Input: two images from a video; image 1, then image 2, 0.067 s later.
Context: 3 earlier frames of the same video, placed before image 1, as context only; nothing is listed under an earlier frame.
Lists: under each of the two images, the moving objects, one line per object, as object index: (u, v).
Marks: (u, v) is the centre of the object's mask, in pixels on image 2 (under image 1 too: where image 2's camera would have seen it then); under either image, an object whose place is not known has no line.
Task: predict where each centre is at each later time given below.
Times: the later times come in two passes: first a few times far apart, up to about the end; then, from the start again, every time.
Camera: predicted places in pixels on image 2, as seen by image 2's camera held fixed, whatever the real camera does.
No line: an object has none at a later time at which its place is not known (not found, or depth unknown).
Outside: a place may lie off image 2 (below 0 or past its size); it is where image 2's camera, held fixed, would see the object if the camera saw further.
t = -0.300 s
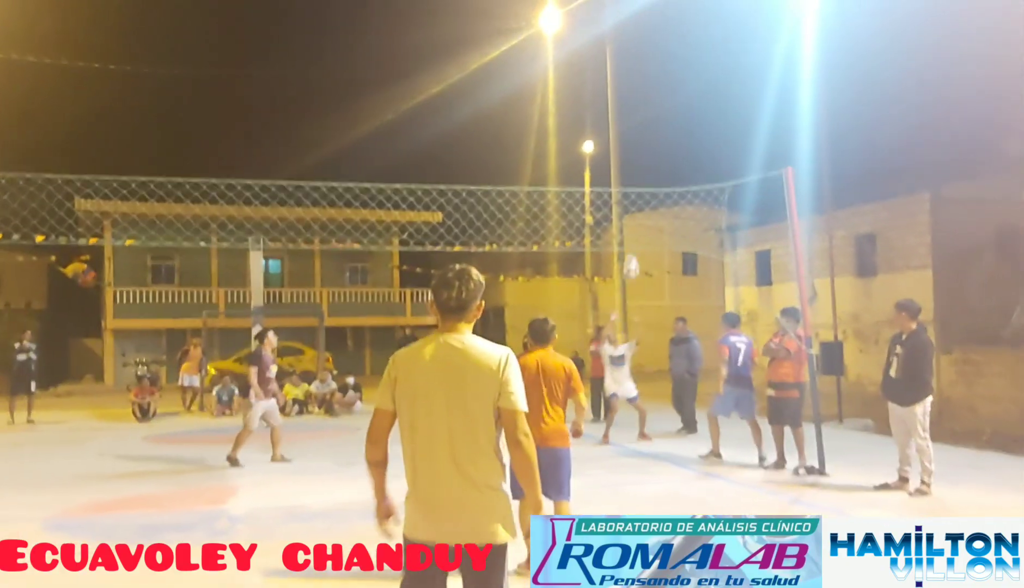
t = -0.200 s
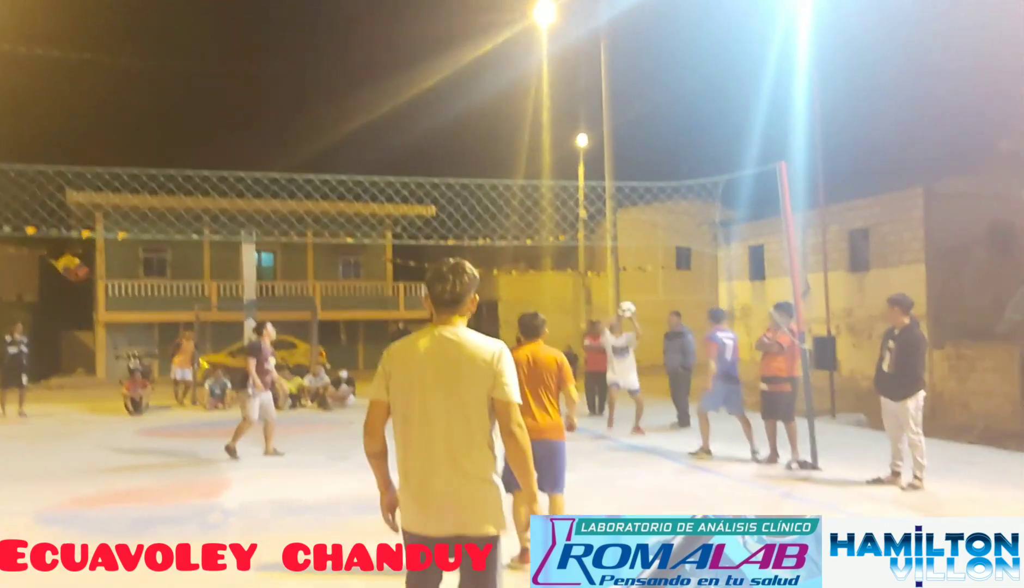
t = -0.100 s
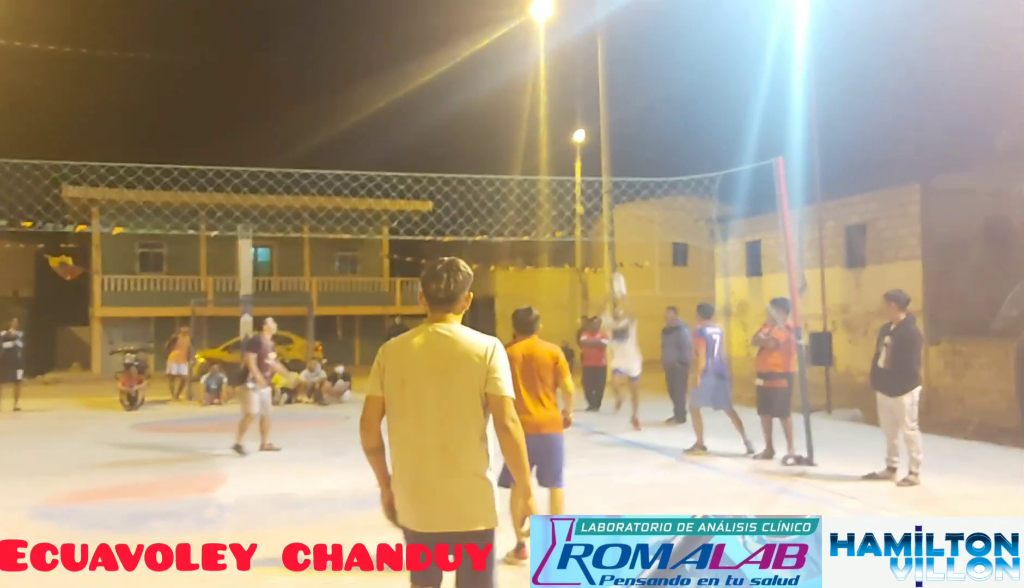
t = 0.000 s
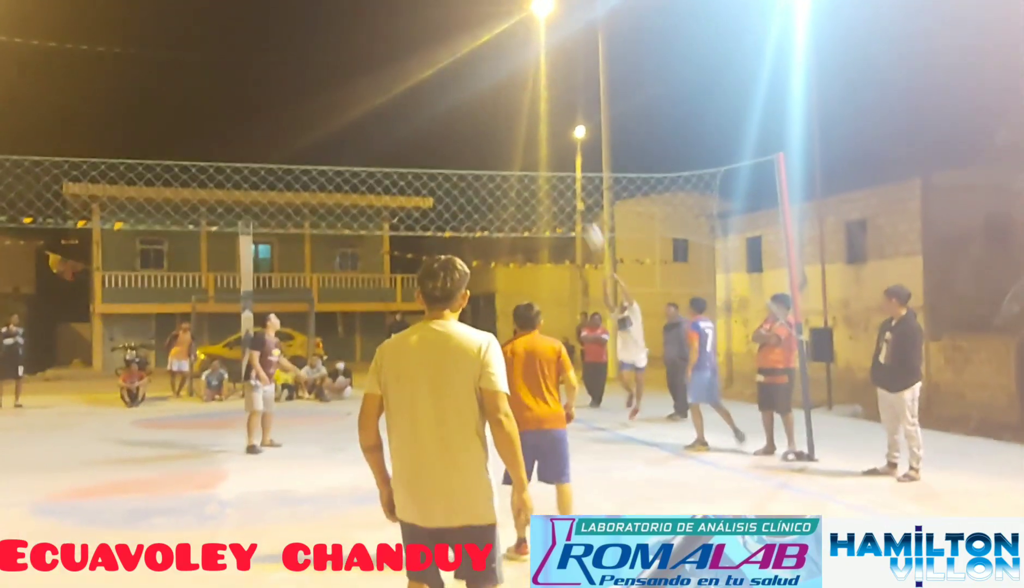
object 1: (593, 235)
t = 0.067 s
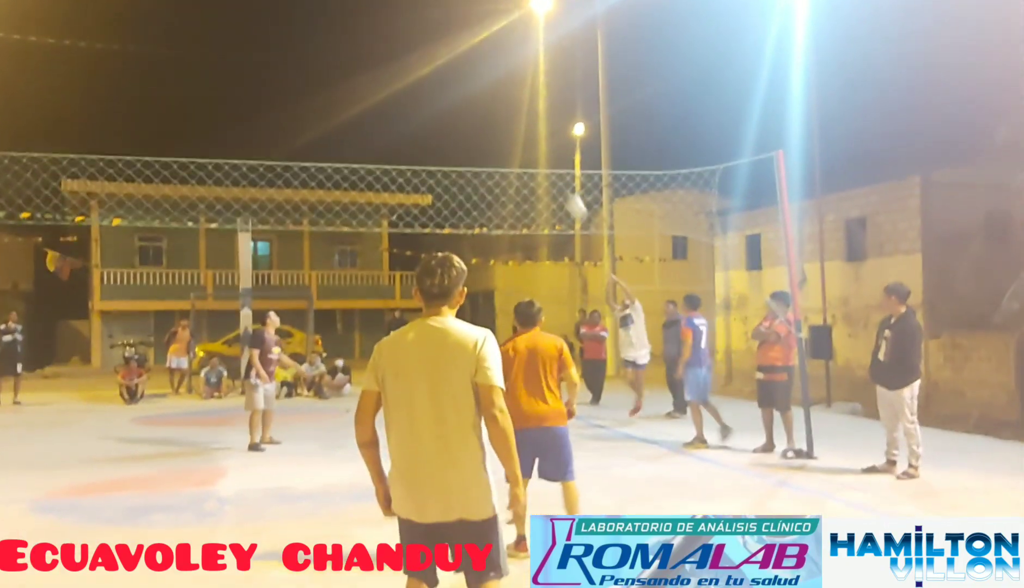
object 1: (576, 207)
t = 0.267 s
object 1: (524, 141)
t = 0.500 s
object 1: (461, 97)
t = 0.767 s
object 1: (387, 100)
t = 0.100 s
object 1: (567, 194)
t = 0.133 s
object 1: (559, 183)
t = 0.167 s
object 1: (552, 170)
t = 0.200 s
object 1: (542, 159)
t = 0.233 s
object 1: (533, 151)
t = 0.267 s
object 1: (524, 141)
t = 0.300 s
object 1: (515, 133)
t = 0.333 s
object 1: (506, 125)
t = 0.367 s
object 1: (498, 117)
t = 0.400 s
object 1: (489, 111)
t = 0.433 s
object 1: (480, 106)
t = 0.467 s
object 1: (471, 101)
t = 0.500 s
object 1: (461, 97)
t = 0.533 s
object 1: (452, 94)
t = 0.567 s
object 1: (442, 93)
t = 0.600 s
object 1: (434, 92)
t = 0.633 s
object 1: (426, 91)
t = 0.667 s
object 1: (416, 92)
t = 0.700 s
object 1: (407, 94)
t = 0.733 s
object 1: (397, 96)
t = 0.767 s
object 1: (387, 100)
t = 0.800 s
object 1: (378, 105)
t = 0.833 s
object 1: (368, 110)
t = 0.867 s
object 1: (357, 117)
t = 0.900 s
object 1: (347, 125)
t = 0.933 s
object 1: (337, 134)
